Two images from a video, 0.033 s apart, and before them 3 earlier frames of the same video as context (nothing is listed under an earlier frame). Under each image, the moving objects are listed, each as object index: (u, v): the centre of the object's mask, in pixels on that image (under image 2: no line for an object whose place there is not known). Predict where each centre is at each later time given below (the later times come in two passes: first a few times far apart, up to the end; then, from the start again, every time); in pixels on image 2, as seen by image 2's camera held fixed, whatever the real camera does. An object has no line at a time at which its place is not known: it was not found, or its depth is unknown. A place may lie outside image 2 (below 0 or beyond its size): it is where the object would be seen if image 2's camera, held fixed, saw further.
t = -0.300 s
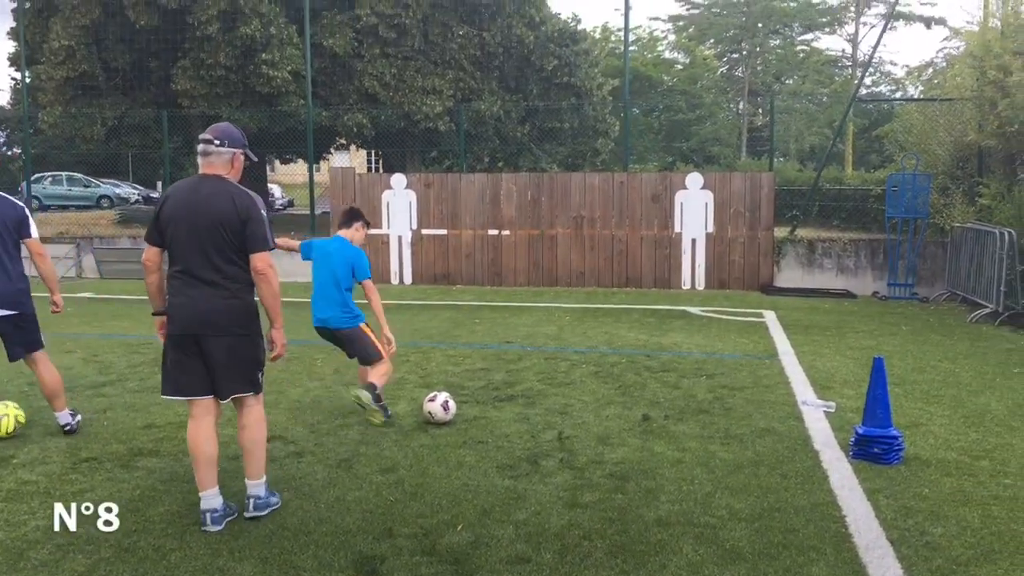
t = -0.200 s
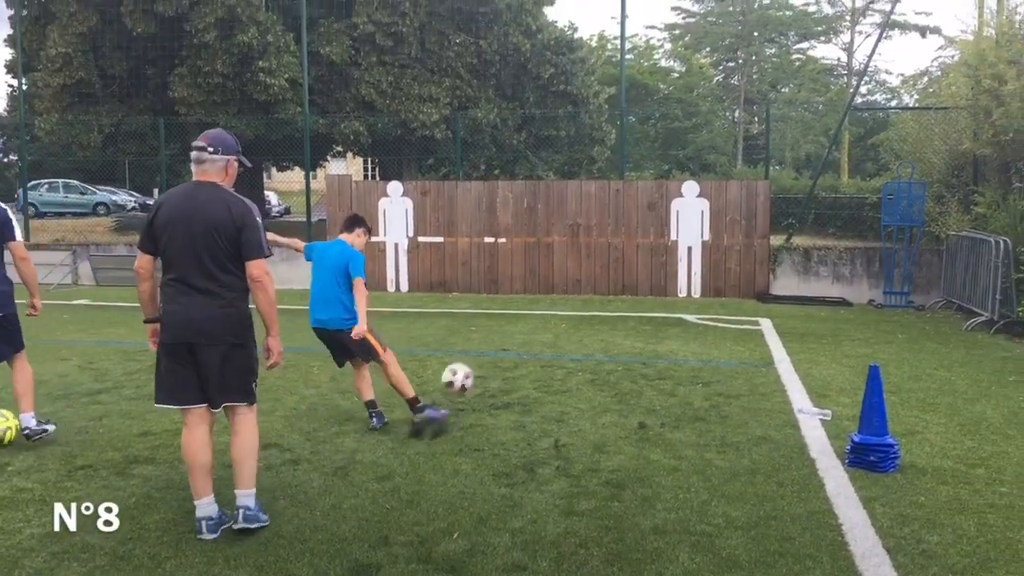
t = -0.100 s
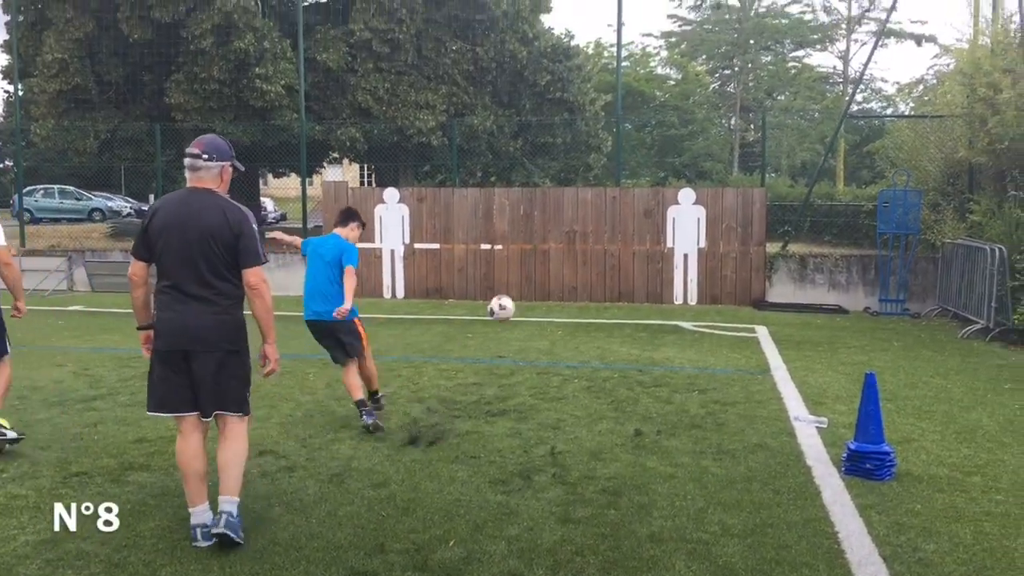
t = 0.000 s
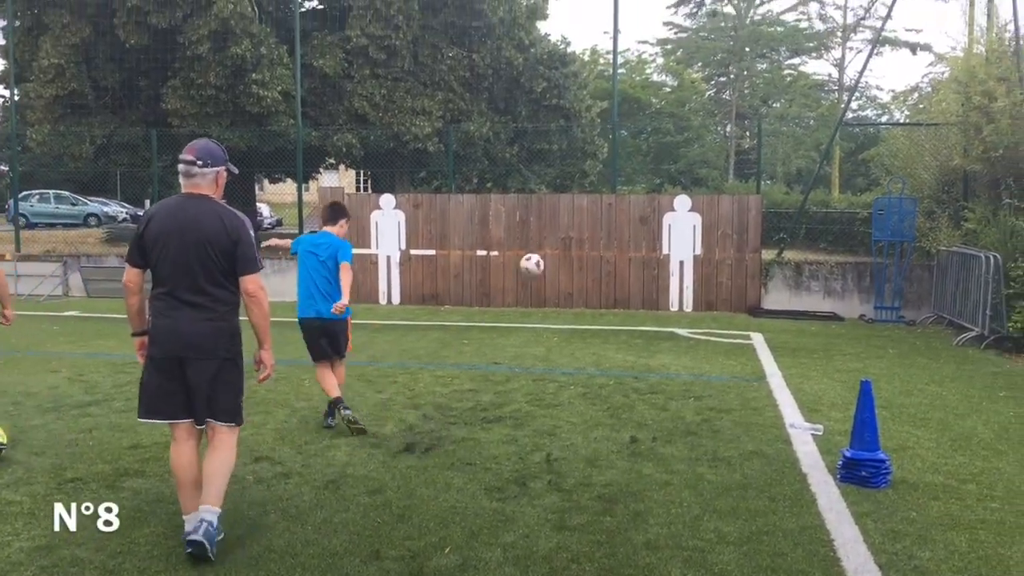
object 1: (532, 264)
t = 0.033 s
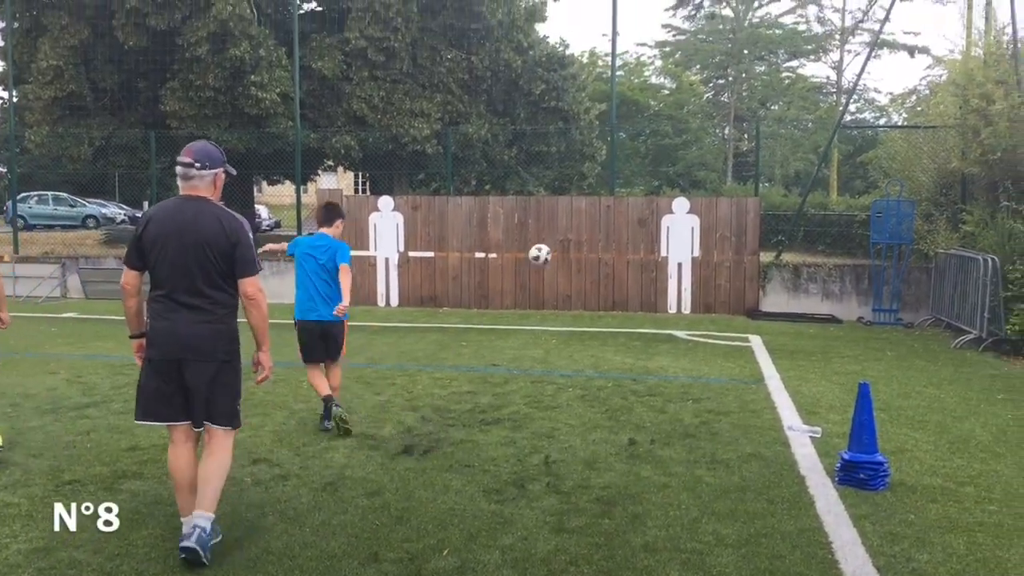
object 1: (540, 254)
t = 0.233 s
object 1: (583, 215)
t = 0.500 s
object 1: (618, 215)
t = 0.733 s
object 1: (619, 259)
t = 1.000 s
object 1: (607, 299)
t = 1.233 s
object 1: (598, 260)
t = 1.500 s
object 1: (585, 276)
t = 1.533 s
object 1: (583, 283)
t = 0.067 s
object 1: (549, 245)
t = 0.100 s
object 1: (556, 236)
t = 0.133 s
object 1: (564, 230)
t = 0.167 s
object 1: (571, 224)
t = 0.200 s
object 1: (577, 218)
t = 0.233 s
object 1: (583, 215)
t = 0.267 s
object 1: (589, 213)
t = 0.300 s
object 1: (593, 211)
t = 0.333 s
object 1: (598, 211)
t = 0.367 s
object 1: (603, 210)
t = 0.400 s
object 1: (607, 211)
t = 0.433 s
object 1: (611, 212)
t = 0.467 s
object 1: (615, 213)
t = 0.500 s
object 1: (618, 215)
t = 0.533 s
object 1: (621, 218)
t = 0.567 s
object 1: (624, 223)
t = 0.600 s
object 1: (623, 227)
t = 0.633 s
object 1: (622, 234)
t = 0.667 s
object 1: (621, 241)
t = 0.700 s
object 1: (620, 250)
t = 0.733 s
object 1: (619, 259)
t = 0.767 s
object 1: (617, 270)
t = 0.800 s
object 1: (616, 281)
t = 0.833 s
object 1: (614, 295)
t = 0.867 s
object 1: (613, 309)
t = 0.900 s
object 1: (611, 325)
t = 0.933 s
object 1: (610, 318)
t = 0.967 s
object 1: (609, 307)
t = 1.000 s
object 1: (607, 299)
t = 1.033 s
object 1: (607, 291)
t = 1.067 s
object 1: (605, 284)
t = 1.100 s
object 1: (604, 277)
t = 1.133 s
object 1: (602, 271)
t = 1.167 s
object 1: (601, 266)
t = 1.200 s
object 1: (600, 263)
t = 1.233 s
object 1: (598, 260)
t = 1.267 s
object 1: (597, 258)
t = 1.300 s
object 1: (595, 257)
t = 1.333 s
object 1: (593, 257)
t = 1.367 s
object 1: (592, 258)
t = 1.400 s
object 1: (590, 261)
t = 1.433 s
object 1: (588, 264)
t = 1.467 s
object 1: (586, 269)
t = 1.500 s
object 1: (585, 276)
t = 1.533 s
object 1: (583, 283)
